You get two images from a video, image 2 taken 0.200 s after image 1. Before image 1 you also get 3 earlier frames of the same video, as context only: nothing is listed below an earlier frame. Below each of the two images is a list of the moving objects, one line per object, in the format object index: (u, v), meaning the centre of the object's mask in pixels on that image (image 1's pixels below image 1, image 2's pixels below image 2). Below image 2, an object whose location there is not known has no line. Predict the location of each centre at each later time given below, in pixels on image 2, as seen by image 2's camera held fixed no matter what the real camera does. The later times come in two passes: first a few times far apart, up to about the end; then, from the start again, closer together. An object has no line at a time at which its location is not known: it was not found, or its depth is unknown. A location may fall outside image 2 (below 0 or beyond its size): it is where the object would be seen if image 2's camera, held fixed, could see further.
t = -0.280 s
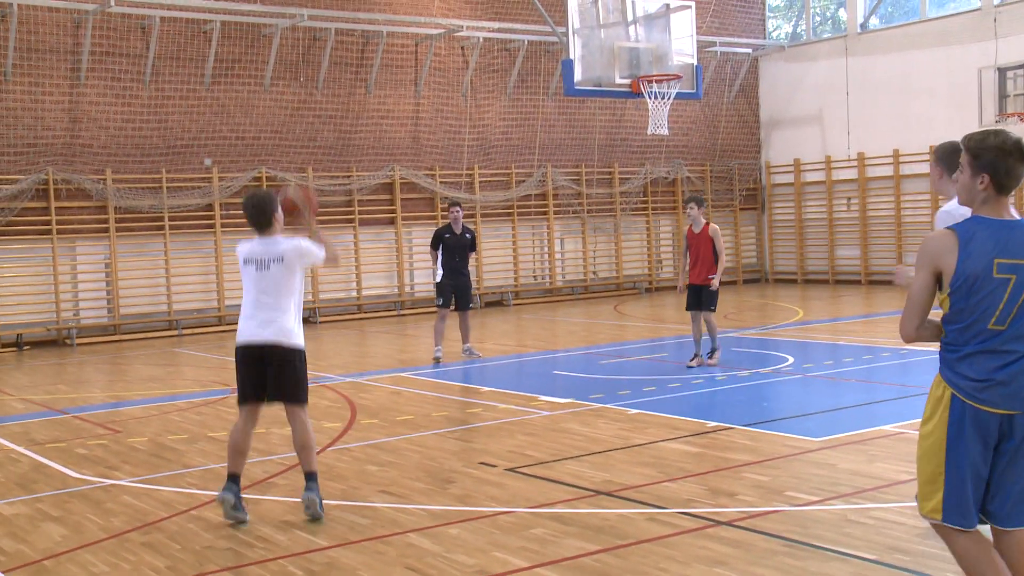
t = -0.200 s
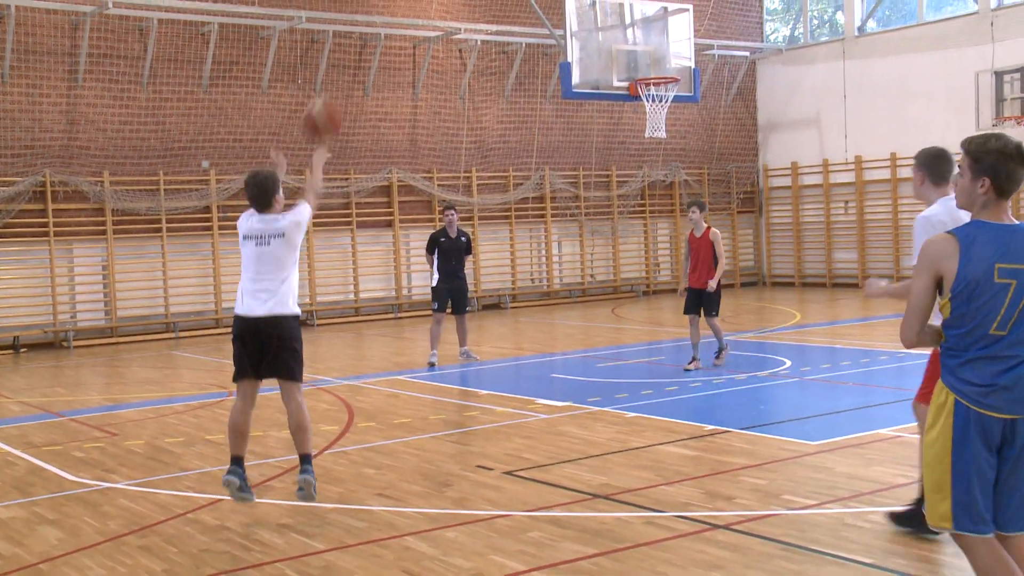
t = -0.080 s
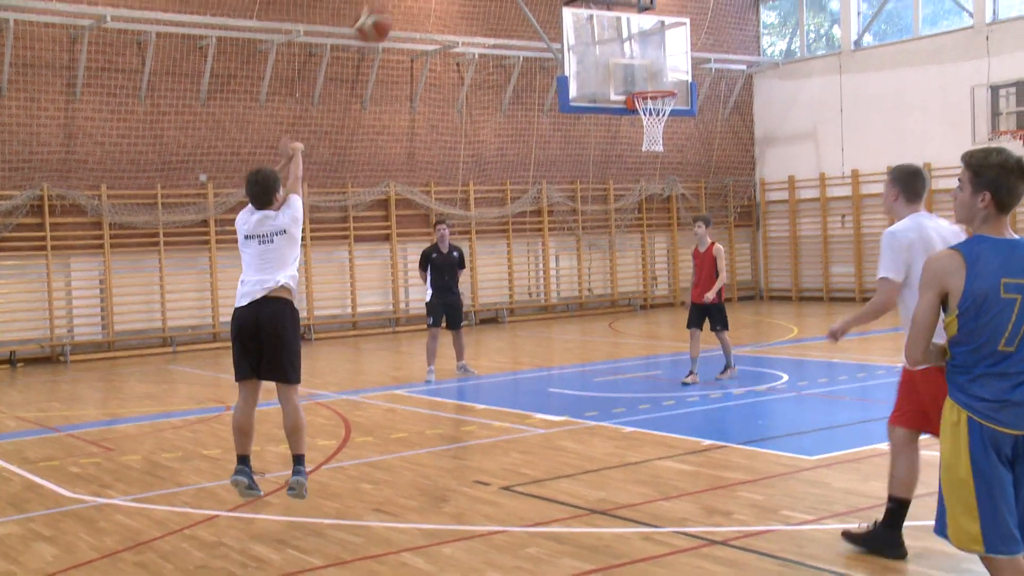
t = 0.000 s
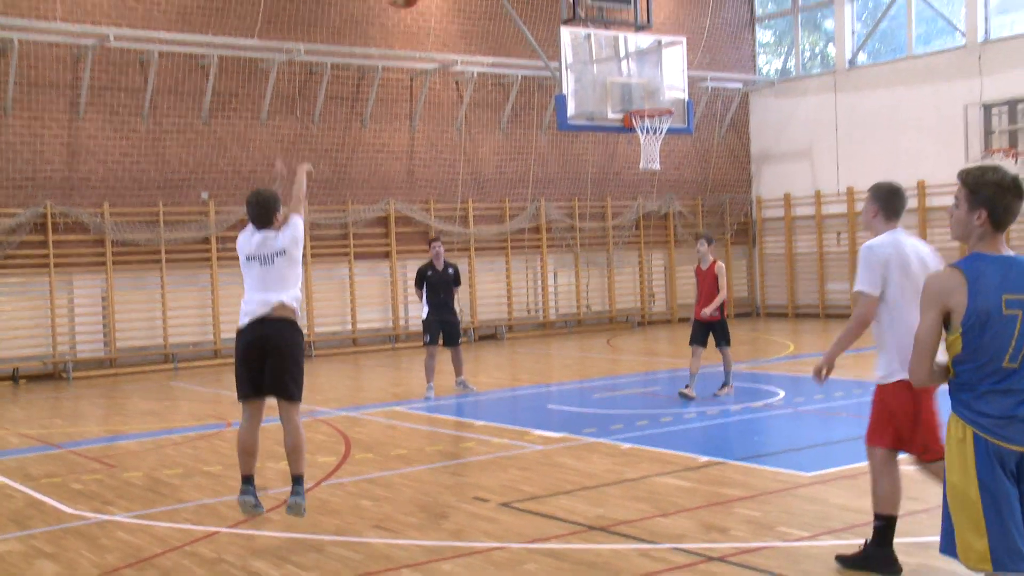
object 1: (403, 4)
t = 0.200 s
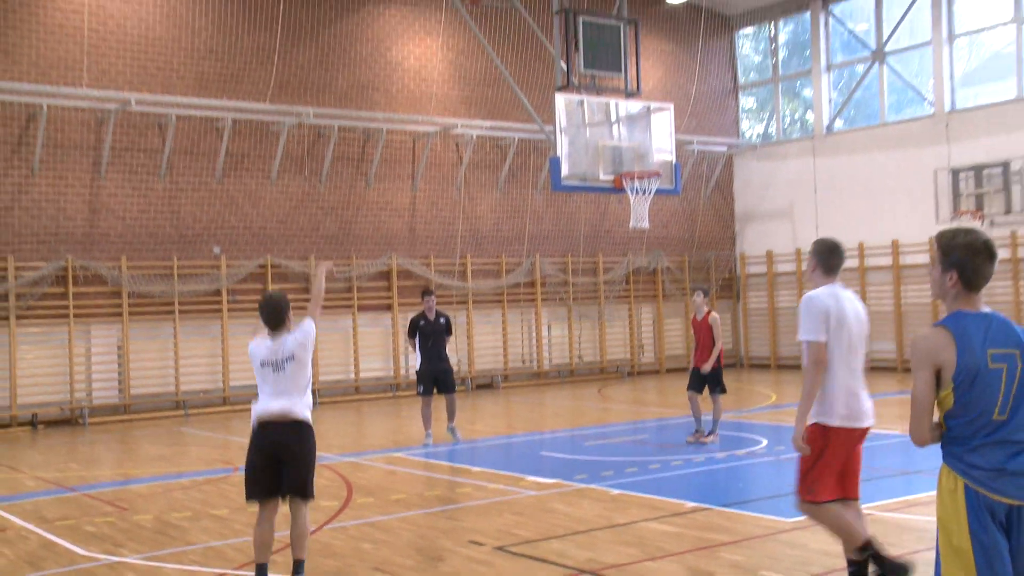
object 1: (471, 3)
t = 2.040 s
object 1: (563, 230)
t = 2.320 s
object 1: (545, 401)
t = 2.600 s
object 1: (532, 334)
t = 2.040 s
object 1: (563, 230)
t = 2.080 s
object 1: (560, 248)
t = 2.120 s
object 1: (556, 269)
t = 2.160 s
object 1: (554, 292)
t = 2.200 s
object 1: (552, 317)
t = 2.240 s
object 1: (550, 343)
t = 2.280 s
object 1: (549, 370)
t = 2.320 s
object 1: (545, 401)
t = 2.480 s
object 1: (537, 391)
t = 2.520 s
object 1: (535, 371)
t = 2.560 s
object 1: (535, 352)
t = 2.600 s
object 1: (532, 334)
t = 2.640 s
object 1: (529, 319)
